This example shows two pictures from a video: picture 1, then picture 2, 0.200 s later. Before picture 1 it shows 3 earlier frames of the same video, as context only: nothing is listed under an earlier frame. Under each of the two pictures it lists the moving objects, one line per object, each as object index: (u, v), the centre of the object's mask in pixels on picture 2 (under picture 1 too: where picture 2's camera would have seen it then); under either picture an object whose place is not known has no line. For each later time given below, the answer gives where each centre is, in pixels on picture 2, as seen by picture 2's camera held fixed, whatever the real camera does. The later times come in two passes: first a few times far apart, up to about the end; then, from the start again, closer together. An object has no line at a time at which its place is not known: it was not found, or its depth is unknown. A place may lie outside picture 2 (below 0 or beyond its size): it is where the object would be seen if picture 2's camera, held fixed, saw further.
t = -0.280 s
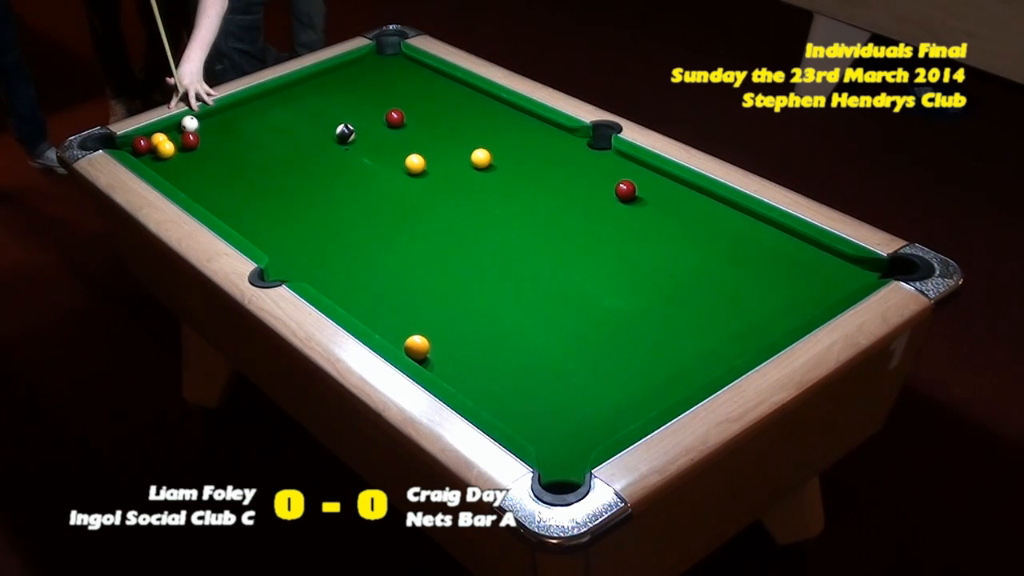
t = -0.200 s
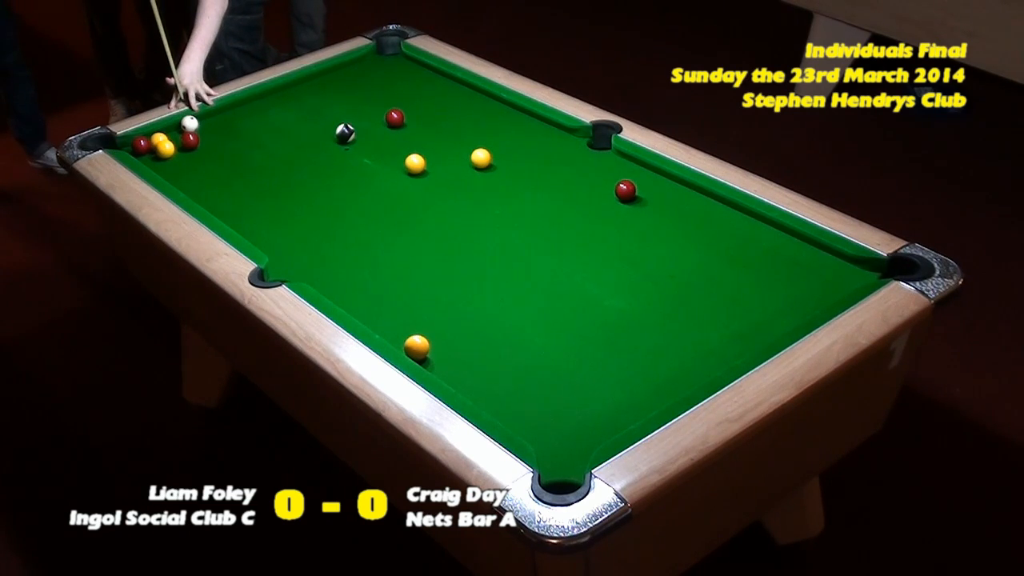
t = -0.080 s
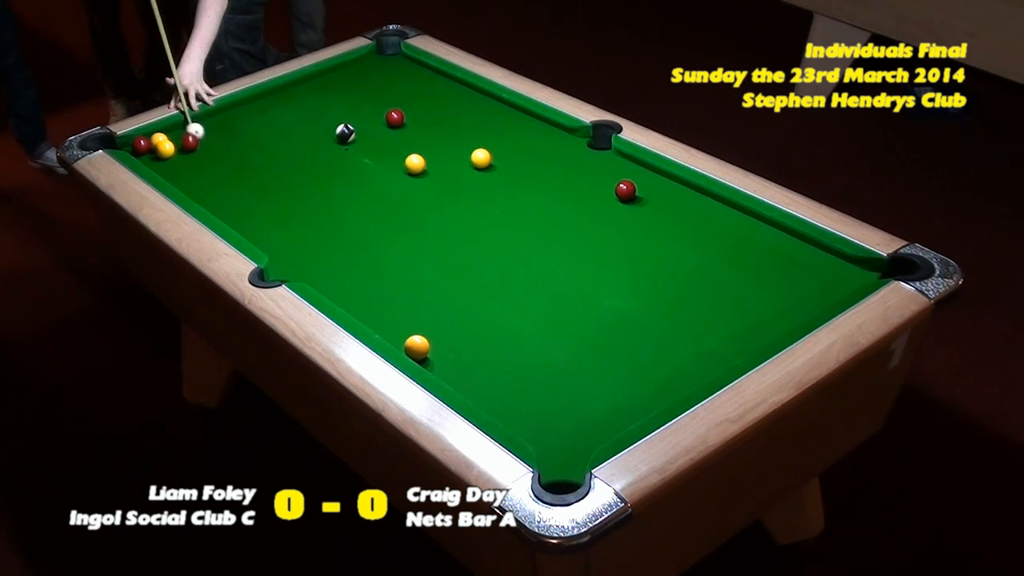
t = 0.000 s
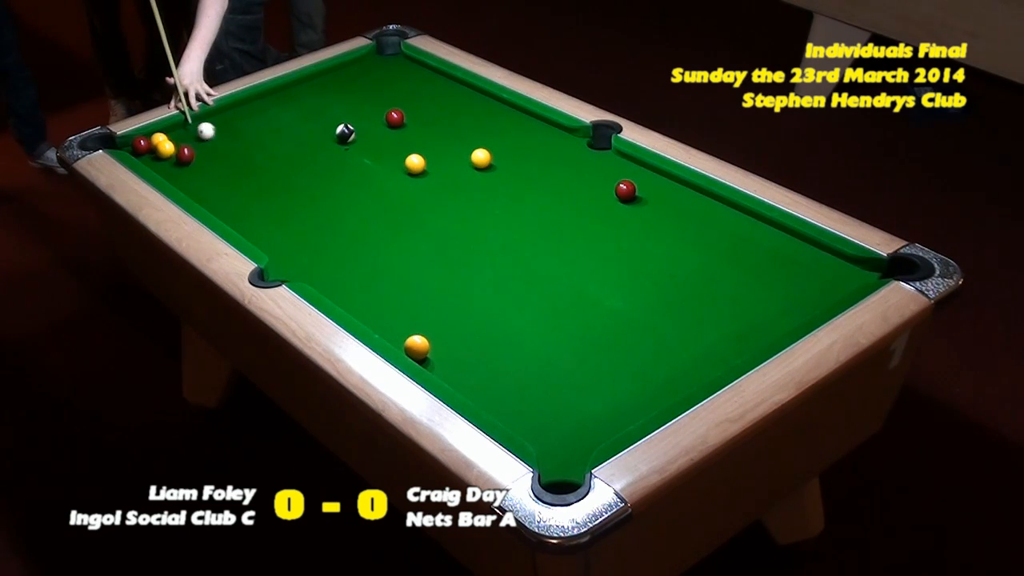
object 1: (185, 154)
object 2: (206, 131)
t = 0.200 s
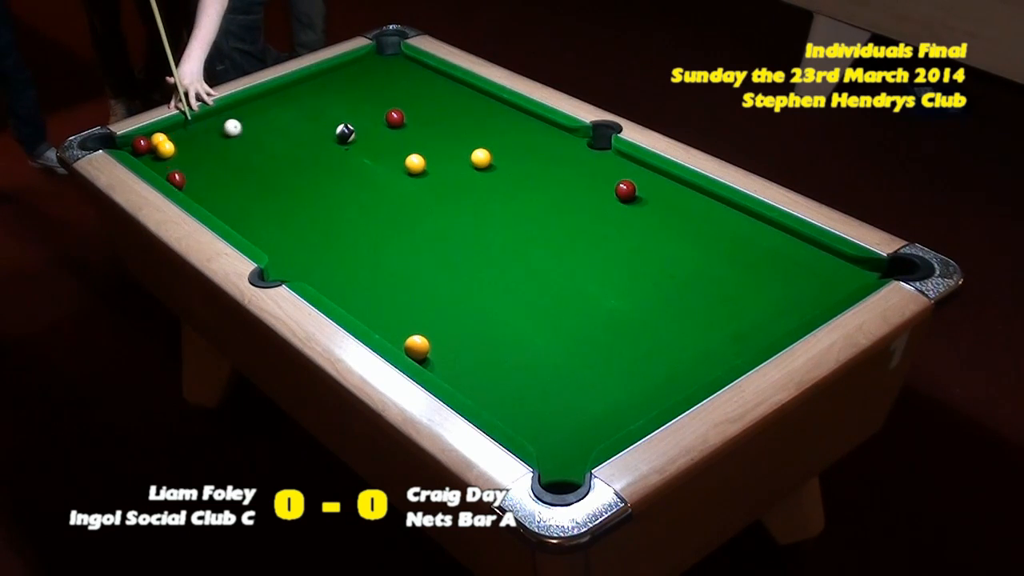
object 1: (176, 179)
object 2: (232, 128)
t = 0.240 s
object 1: (182, 181)
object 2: (237, 127)
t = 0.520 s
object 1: (229, 187)
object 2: (271, 123)
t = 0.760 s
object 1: (269, 190)
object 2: (298, 119)
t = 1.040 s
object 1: (313, 195)
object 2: (326, 115)
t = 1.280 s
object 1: (349, 199)
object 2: (349, 112)
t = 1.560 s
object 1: (390, 204)
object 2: (372, 109)
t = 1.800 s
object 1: (424, 208)
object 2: (389, 105)
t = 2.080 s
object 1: (460, 213)
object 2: (408, 105)
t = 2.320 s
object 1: (490, 216)
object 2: (422, 103)
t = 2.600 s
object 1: (523, 220)
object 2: (435, 102)
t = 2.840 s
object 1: (548, 224)
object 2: (443, 100)
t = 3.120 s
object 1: (576, 227)
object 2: (451, 99)
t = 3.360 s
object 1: (597, 230)
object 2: (456, 98)
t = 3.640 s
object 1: (620, 233)
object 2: (458, 98)
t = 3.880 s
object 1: (638, 235)
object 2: (459, 98)
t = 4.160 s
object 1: (656, 237)
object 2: (458, 98)
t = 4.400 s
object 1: (668, 238)
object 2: (459, 98)
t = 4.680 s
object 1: (681, 240)
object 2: (459, 98)
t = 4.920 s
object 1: (688, 241)
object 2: (458, 98)
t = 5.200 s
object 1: (694, 241)
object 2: (459, 98)
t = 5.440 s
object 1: (697, 241)
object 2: (459, 98)
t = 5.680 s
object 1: (698, 242)
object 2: (459, 98)
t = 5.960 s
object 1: (697, 242)
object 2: (459, 98)
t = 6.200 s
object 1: (697, 242)
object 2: (459, 98)
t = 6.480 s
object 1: (697, 241)
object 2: (459, 98)
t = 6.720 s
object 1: (697, 241)
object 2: (459, 98)
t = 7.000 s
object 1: (697, 242)
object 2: (459, 98)
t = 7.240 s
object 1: (697, 242)
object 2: (459, 98)
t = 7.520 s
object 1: (697, 242)
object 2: (459, 98)
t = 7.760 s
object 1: (697, 242)
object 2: (459, 98)
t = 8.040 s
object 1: (697, 242)
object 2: (459, 98)
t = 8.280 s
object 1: (697, 242)
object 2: (459, 98)
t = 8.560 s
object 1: (697, 242)
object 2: (459, 98)
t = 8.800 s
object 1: (697, 242)
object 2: (459, 98)
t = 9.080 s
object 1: (697, 242)
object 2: (459, 98)
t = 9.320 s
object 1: (697, 242)
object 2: (459, 98)
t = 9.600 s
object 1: (697, 242)
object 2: (458, 98)
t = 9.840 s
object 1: (697, 242)
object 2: (459, 98)
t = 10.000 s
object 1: (697, 242)
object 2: (459, 98)
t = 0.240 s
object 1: (182, 181)
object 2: (237, 127)
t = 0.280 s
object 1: (189, 182)
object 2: (242, 126)
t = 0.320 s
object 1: (196, 183)
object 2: (247, 126)
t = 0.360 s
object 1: (202, 184)
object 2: (252, 125)
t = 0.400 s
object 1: (209, 184)
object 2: (257, 124)
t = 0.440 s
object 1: (216, 185)
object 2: (261, 124)
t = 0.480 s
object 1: (223, 186)
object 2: (266, 123)
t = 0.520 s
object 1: (229, 187)
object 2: (271, 123)
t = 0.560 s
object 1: (236, 187)
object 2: (276, 122)
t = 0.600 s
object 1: (243, 188)
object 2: (280, 121)
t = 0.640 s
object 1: (249, 189)
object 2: (285, 121)
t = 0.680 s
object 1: (256, 189)
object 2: (289, 120)
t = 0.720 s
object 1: (262, 189)
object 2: (294, 120)
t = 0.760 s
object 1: (269, 190)
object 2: (298, 119)
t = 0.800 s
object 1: (275, 191)
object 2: (302, 119)
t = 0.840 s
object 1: (282, 192)
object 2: (306, 118)
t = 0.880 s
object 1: (288, 193)
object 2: (310, 117)
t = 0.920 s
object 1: (294, 193)
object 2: (315, 117)
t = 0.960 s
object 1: (300, 194)
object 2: (319, 116)
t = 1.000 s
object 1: (307, 195)
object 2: (323, 116)
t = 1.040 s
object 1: (313, 195)
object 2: (326, 115)
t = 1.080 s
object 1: (319, 196)
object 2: (330, 115)
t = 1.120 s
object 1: (325, 196)
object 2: (334, 114)
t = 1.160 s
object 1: (331, 197)
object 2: (338, 114)
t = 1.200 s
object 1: (337, 198)
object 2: (342, 113)
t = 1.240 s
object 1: (343, 199)
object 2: (346, 113)
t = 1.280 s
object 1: (349, 199)
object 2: (349, 112)
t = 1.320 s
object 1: (355, 200)
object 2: (352, 112)
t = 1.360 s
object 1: (361, 201)
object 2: (356, 111)
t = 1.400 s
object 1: (367, 201)
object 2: (359, 111)
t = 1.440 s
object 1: (373, 202)
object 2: (363, 111)
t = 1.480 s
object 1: (379, 203)
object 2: (366, 110)
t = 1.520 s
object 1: (385, 203)
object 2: (369, 110)
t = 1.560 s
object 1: (390, 204)
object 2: (372, 109)
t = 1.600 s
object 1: (396, 205)
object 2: (375, 109)
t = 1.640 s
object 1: (402, 205)
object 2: (378, 109)
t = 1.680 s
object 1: (407, 206)
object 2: (381, 108)
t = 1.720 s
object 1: (413, 207)
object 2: (384, 107)
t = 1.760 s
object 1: (418, 207)
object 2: (386, 106)
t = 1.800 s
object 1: (424, 208)
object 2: (389, 105)
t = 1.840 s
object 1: (429, 208)
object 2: (393, 105)
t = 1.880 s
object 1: (435, 209)
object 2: (396, 104)
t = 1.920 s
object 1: (440, 210)
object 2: (399, 104)
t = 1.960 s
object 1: (445, 210)
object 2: (402, 105)
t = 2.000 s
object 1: (450, 211)
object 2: (404, 105)
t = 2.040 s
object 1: (455, 212)
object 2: (406, 105)
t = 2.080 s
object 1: (460, 213)
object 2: (408, 105)
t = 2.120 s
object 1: (466, 213)
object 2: (411, 104)
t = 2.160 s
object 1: (470, 214)
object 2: (413, 104)
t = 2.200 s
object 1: (475, 214)
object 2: (415, 104)
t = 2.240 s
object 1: (480, 215)
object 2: (417, 104)
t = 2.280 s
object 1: (485, 216)
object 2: (420, 103)
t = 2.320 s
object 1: (490, 216)
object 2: (422, 103)
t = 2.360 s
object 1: (495, 217)
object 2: (424, 103)
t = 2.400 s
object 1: (499, 217)
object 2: (426, 103)
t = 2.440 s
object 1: (504, 218)
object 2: (428, 103)
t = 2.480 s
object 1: (509, 219)
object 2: (429, 102)
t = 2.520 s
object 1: (513, 219)
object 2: (431, 102)
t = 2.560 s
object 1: (518, 220)
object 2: (433, 102)
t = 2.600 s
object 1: (523, 220)
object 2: (435, 102)
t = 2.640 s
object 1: (527, 221)
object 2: (436, 101)
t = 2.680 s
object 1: (531, 221)
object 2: (438, 101)
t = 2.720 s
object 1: (536, 222)
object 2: (439, 101)
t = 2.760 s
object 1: (540, 223)
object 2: (441, 101)
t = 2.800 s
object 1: (544, 223)
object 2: (442, 101)
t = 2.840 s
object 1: (548, 224)
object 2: (443, 100)
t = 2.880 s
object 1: (552, 224)
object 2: (445, 100)
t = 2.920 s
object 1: (556, 225)
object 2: (446, 100)
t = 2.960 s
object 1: (560, 225)
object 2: (447, 100)
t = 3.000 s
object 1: (564, 226)
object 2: (448, 99)
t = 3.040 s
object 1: (568, 226)
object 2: (449, 99)
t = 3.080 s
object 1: (572, 227)
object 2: (450, 99)
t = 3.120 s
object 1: (576, 227)
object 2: (451, 99)
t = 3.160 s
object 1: (580, 228)
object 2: (452, 99)
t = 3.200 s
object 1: (583, 228)
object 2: (453, 99)
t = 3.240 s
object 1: (587, 229)
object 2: (454, 99)
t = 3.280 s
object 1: (590, 229)
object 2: (454, 98)
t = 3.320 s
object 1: (594, 230)
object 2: (455, 98)
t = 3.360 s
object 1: (597, 230)
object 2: (456, 98)
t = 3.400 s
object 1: (601, 230)
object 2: (456, 98)
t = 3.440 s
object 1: (604, 231)
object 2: (456, 98)
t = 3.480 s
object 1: (608, 231)
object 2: (457, 98)
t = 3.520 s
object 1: (611, 232)
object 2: (458, 98)
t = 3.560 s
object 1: (614, 232)
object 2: (458, 98)
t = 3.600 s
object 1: (617, 232)
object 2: (458, 98)
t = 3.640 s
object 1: (620, 233)
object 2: (458, 98)
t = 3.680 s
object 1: (624, 234)
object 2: (458, 98)
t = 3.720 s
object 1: (627, 234)
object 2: (458, 98)
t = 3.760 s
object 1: (630, 234)
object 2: (459, 98)
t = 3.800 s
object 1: (633, 235)
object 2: (459, 98)
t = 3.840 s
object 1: (635, 235)
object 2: (459, 98)
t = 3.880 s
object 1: (638, 235)
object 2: (459, 98)
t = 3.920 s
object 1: (641, 235)
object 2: (459, 98)
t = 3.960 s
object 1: (643, 236)
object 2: (459, 98)
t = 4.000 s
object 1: (646, 236)
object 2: (458, 98)
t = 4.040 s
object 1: (649, 236)
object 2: (458, 98)
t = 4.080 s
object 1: (651, 237)
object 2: (458, 98)
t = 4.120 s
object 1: (653, 237)
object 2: (458, 98)
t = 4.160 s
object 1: (656, 237)
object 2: (458, 98)
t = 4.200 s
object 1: (658, 237)
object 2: (459, 98)
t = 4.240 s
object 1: (660, 237)
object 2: (459, 98)
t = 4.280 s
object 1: (662, 238)
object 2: (459, 98)
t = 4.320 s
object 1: (664, 238)
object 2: (458, 98)
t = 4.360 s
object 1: (667, 238)
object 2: (459, 98)
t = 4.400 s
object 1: (668, 238)
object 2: (459, 98)
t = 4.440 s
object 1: (671, 239)
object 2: (458, 98)
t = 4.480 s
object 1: (672, 239)
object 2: (459, 98)
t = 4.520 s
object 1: (674, 239)
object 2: (459, 98)
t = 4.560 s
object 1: (676, 239)
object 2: (459, 98)
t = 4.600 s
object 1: (678, 240)
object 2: (459, 98)
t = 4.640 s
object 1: (679, 240)
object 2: (459, 98)
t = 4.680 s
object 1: (681, 240)
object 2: (459, 98)
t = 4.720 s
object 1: (682, 240)
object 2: (458, 98)
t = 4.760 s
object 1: (683, 240)
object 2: (459, 98)
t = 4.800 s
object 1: (685, 240)
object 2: (459, 98)
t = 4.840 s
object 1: (686, 241)
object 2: (459, 98)
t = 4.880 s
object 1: (687, 241)
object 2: (459, 98)
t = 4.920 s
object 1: (688, 241)
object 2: (458, 98)
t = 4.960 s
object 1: (689, 241)
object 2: (458, 98)
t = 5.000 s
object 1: (690, 241)
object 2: (458, 98)
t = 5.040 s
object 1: (691, 241)
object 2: (458, 98)
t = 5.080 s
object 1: (692, 241)
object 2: (459, 98)
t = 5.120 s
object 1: (693, 241)
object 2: (459, 98)
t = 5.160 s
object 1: (694, 241)
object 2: (459, 98)
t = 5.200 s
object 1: (694, 241)
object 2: (459, 98)
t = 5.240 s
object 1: (695, 241)
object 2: (459, 98)
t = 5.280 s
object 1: (695, 242)
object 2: (459, 98)
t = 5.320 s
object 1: (696, 242)
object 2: (459, 98)
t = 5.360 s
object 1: (696, 241)
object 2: (459, 98)
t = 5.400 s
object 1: (697, 241)
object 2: (459, 98)
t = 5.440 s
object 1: (697, 241)
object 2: (459, 98)
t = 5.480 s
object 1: (697, 241)
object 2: (459, 98)
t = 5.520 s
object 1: (697, 241)
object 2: (459, 98)
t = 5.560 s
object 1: (698, 242)
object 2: (459, 98)
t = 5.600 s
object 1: (698, 241)
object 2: (459, 98)
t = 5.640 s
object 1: (698, 242)
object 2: (459, 98)
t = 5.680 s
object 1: (698, 242)
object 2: (459, 98)
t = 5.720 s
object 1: (698, 242)
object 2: (459, 98)
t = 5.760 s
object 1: (698, 242)
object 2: (459, 98)
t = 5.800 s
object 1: (697, 242)
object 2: (459, 98)
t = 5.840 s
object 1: (697, 242)
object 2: (459, 98)
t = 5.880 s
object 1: (697, 242)
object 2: (459, 98)
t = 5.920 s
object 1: (697, 242)
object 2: (459, 98)
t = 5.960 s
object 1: (697, 242)
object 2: (459, 98)
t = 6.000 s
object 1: (697, 242)
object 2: (459, 98)
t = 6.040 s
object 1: (697, 242)
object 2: (459, 98)
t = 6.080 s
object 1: (697, 242)
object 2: (459, 98)
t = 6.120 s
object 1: (697, 242)
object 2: (459, 98)
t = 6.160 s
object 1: (697, 242)
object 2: (459, 98)
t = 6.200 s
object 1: (697, 242)
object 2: (459, 98)
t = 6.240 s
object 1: (697, 242)
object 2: (459, 98)
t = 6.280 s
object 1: (697, 242)
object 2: (459, 98)
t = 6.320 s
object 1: (697, 242)
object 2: (459, 98)
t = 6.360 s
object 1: (697, 242)
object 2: (459, 98)
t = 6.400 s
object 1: (697, 242)
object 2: (459, 98)
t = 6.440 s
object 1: (697, 242)
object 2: (459, 98)
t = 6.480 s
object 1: (697, 241)
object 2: (459, 98)
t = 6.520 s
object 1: (697, 242)
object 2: (459, 98)
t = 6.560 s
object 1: (697, 241)
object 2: (459, 98)
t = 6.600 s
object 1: (697, 242)
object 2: (459, 98)
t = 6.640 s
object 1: (697, 241)
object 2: (459, 98)
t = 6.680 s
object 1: (697, 241)
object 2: (459, 98)
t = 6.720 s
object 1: (697, 241)
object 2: (459, 98)
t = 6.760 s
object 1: (697, 241)
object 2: (459, 98)
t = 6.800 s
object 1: (697, 241)
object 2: (459, 98)
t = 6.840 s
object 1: (697, 242)
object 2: (459, 98)
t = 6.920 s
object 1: (697, 242)
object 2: (459, 98)
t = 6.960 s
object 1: (697, 242)
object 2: (459, 98)
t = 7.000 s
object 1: (697, 242)
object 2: (459, 98)
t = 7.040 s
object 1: (697, 242)
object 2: (459, 98)
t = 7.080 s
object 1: (697, 242)
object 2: (459, 98)
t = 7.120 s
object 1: (697, 242)
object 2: (459, 98)
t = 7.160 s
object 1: (697, 242)
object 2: (459, 98)
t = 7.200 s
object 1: (697, 242)
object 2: (459, 98)
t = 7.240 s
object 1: (697, 242)
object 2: (459, 98)
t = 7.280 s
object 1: (697, 242)
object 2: (459, 98)
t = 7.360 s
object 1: (697, 242)
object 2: (459, 98)
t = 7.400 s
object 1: (697, 242)
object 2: (459, 98)
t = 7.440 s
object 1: (697, 242)
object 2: (459, 98)
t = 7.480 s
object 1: (697, 242)
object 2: (459, 98)
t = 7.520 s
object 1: (697, 242)
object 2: (459, 98)
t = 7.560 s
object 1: (697, 242)
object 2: (459, 98)
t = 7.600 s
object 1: (697, 242)
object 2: (459, 98)
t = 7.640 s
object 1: (697, 242)
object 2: (459, 98)
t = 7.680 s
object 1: (697, 242)
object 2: (459, 98)
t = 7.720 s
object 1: (697, 242)
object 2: (459, 98)
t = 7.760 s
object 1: (697, 242)
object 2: (459, 98)
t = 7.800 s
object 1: (697, 242)
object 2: (459, 98)
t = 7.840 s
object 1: (697, 242)
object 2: (459, 98)
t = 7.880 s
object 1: (697, 242)
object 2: (459, 98)
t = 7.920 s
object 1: (697, 242)
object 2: (459, 98)
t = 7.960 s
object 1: (697, 242)
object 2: (459, 98)
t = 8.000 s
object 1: (697, 242)
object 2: (459, 98)
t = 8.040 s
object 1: (697, 242)
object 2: (459, 98)
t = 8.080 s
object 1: (697, 242)
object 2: (459, 98)
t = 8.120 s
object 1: (697, 242)
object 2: (459, 98)
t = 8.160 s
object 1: (697, 242)
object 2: (459, 98)
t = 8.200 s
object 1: (697, 242)
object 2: (459, 98)
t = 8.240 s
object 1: (697, 242)
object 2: (459, 98)
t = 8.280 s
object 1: (697, 242)
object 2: (459, 98)
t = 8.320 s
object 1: (697, 242)
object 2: (459, 98)
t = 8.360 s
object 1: (697, 242)
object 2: (459, 98)
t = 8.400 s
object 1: (697, 242)
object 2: (459, 98)
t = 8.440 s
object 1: (697, 242)
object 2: (459, 98)
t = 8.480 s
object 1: (697, 242)
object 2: (459, 98)
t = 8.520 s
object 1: (697, 242)
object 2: (459, 98)
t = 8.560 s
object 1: (697, 242)
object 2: (459, 98)
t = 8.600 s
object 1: (697, 242)
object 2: (459, 98)
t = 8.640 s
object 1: (697, 242)
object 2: (459, 98)
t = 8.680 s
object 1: (697, 242)
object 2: (459, 98)
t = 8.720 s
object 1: (697, 242)
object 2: (459, 98)
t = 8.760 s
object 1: (697, 242)
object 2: (459, 98)
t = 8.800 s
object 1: (697, 242)
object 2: (459, 98)
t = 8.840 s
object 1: (697, 242)
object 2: (459, 98)
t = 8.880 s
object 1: (697, 242)
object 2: (459, 98)
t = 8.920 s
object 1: (697, 242)
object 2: (459, 98)
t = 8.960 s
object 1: (697, 242)
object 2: (459, 98)
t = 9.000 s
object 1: (697, 242)
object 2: (459, 98)
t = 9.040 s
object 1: (697, 242)
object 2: (459, 98)
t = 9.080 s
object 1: (697, 242)
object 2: (459, 98)
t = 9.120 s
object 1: (697, 242)
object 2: (458, 98)
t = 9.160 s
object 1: (697, 242)
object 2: (459, 98)
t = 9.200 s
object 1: (697, 242)
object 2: (459, 98)
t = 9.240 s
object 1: (697, 242)
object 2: (459, 98)
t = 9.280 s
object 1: (697, 242)
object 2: (459, 98)
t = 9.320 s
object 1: (697, 242)
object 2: (459, 98)
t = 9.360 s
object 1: (697, 242)
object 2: (459, 98)
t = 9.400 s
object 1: (697, 242)
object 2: (459, 98)
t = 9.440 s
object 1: (697, 242)
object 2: (459, 98)
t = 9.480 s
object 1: (697, 242)
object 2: (459, 98)
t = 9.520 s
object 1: (697, 242)
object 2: (459, 98)
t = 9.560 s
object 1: (697, 242)
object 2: (459, 98)
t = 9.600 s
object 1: (697, 242)
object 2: (458, 98)
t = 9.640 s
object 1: (697, 242)
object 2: (458, 98)
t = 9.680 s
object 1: (697, 242)
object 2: (459, 98)
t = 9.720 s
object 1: (697, 242)
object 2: (458, 98)
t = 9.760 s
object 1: (697, 241)
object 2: (458, 98)
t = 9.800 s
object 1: (697, 242)
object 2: (459, 98)
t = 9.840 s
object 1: (697, 242)
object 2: (459, 98)
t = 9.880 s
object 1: (697, 241)
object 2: (459, 98)
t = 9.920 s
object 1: (697, 242)
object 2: (459, 98)
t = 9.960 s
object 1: (697, 241)
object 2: (459, 98)
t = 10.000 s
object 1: (697, 242)
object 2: (459, 98)
